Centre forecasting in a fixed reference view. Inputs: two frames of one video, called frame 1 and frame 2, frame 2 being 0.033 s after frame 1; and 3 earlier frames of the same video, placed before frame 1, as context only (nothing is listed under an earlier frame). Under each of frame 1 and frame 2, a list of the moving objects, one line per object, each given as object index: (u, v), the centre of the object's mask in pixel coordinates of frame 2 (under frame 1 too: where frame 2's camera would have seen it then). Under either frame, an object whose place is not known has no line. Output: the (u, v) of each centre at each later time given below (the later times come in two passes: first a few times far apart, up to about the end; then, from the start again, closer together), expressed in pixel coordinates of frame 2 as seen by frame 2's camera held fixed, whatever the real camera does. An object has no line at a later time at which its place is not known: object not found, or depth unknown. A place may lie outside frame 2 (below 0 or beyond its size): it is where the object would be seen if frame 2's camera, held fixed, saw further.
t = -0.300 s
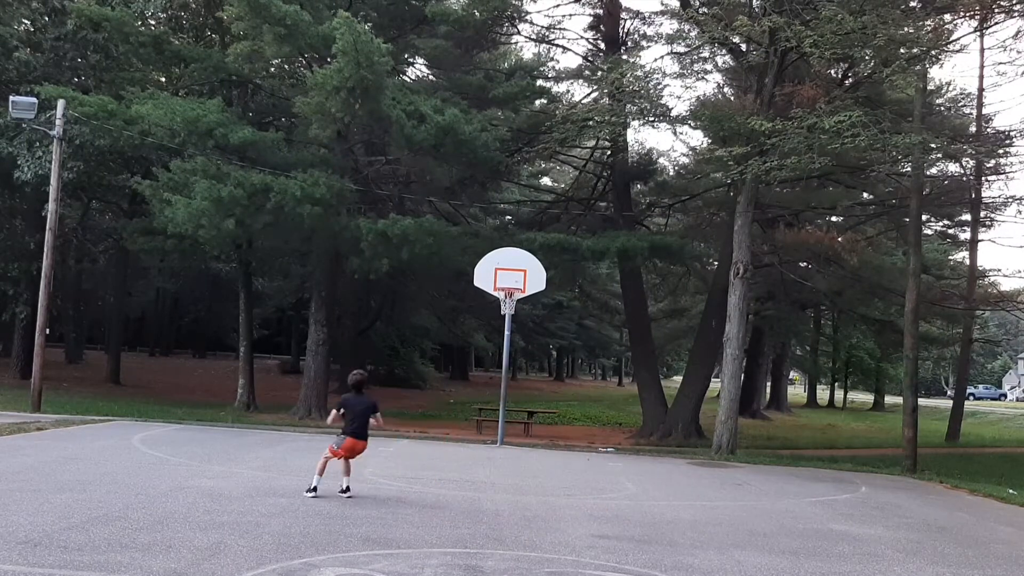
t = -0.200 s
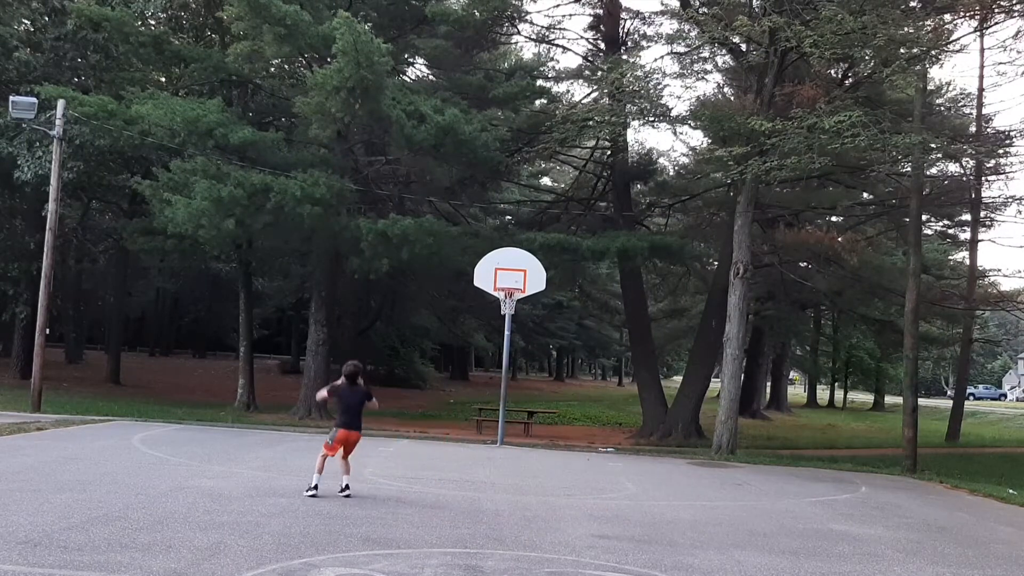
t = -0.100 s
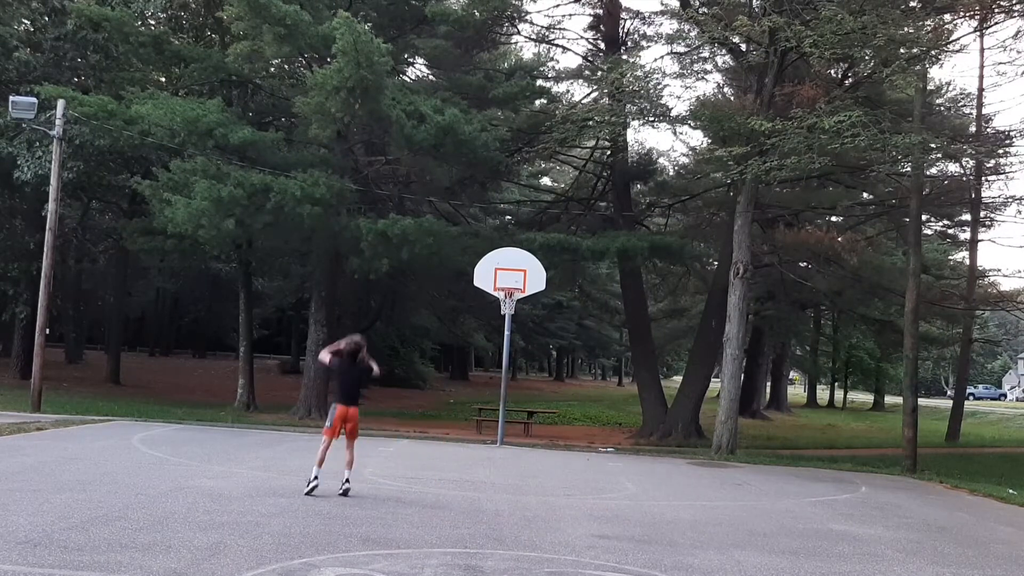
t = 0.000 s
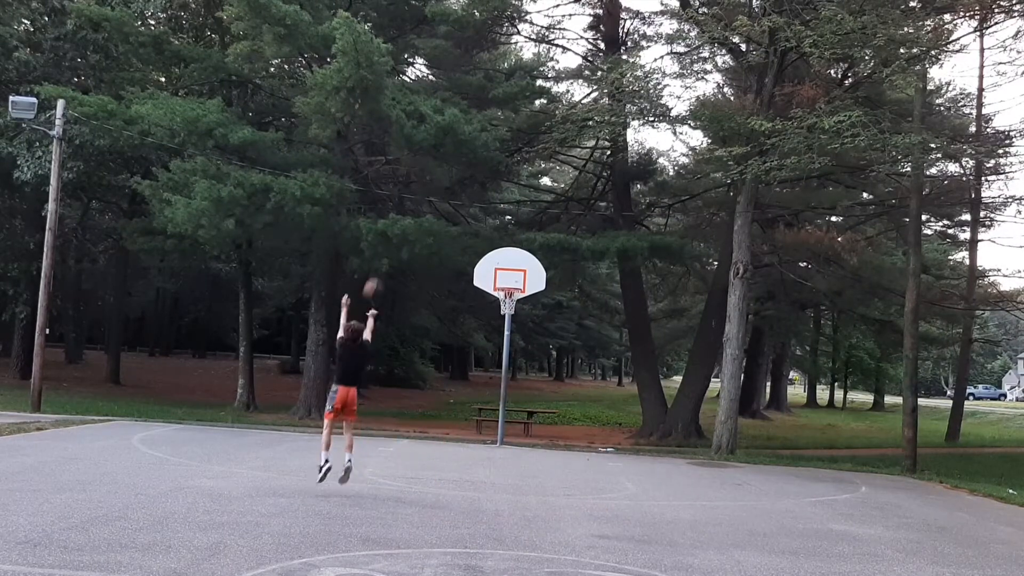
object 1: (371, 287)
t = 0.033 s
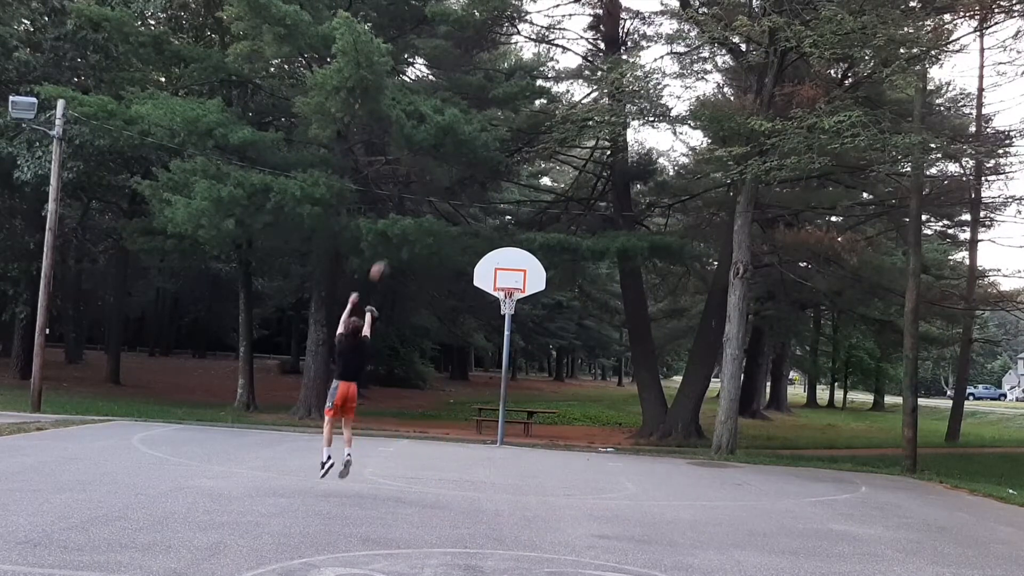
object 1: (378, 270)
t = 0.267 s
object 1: (418, 187)
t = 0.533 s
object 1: (452, 151)
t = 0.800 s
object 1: (476, 161)
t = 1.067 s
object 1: (496, 206)
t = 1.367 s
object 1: (508, 281)
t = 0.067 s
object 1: (383, 256)
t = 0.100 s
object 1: (389, 242)
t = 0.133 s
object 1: (395, 230)
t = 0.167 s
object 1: (402, 216)
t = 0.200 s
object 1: (407, 206)
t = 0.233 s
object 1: (412, 196)
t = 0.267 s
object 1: (418, 187)
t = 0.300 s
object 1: (423, 180)
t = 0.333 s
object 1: (427, 173)
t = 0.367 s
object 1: (432, 167)
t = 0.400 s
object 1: (436, 162)
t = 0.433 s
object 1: (440, 158)
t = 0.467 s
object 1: (444, 155)
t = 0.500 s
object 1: (448, 152)
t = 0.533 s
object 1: (452, 151)
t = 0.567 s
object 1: (455, 150)
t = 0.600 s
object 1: (459, 149)
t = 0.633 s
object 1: (462, 149)
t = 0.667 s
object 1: (465, 150)
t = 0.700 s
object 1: (468, 152)
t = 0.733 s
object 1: (471, 154)
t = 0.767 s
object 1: (474, 157)
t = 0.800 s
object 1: (476, 161)
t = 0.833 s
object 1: (480, 164)
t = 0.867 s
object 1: (482, 169)
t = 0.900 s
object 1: (485, 174)
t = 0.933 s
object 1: (488, 180)
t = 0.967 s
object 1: (490, 186)
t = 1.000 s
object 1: (492, 193)
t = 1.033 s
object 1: (494, 199)
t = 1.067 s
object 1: (496, 206)
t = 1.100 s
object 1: (498, 215)
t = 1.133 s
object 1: (499, 222)
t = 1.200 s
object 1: (502, 240)
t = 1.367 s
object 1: (508, 281)
